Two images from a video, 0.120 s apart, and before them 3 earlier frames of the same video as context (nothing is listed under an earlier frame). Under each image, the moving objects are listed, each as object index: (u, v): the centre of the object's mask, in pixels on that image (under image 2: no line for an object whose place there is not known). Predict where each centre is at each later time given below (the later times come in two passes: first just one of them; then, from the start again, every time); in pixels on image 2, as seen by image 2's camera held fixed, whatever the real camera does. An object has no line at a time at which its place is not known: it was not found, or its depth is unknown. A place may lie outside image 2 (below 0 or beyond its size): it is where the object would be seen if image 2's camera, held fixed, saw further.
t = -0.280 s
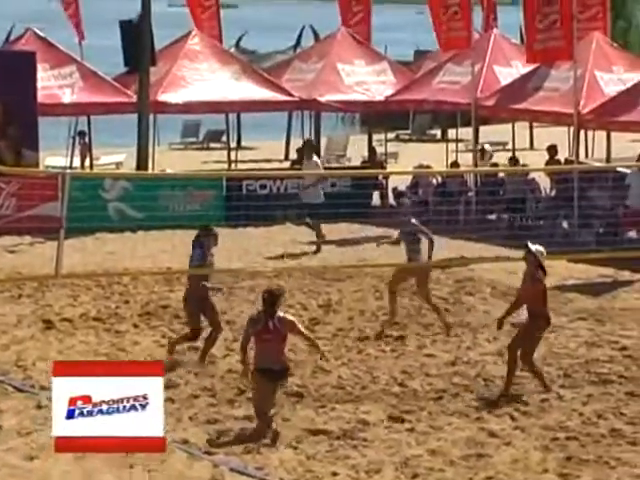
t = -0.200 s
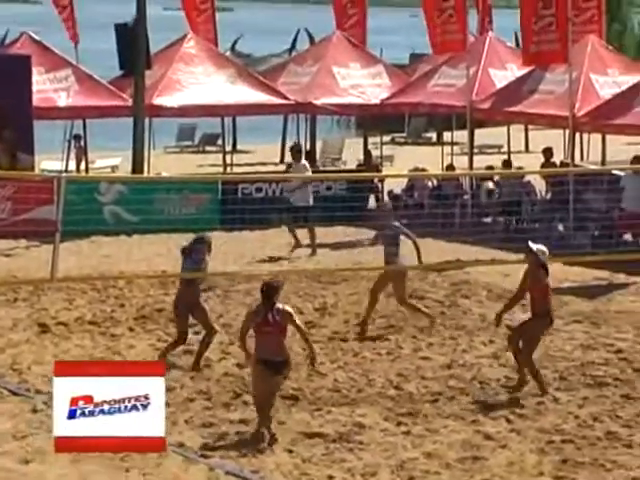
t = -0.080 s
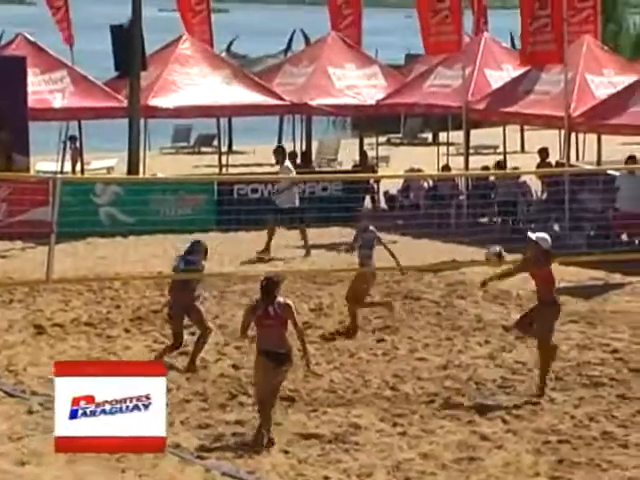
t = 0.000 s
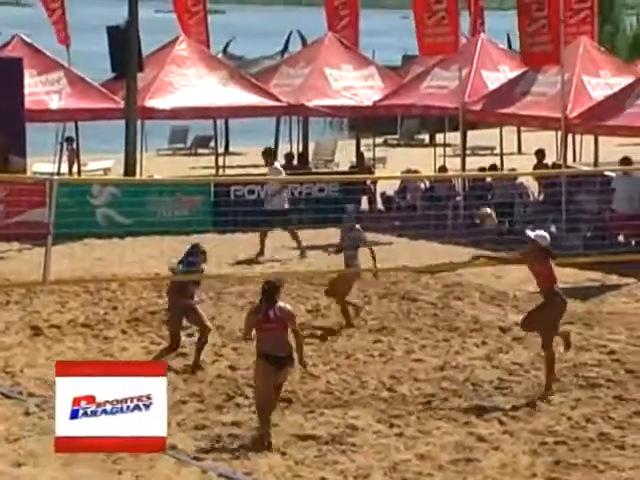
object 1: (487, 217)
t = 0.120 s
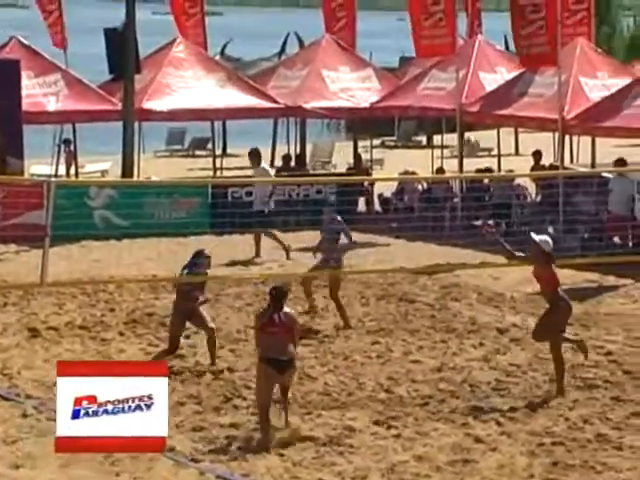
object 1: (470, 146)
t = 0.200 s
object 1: (458, 106)
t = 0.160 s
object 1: (465, 124)
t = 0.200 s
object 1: (458, 106)
